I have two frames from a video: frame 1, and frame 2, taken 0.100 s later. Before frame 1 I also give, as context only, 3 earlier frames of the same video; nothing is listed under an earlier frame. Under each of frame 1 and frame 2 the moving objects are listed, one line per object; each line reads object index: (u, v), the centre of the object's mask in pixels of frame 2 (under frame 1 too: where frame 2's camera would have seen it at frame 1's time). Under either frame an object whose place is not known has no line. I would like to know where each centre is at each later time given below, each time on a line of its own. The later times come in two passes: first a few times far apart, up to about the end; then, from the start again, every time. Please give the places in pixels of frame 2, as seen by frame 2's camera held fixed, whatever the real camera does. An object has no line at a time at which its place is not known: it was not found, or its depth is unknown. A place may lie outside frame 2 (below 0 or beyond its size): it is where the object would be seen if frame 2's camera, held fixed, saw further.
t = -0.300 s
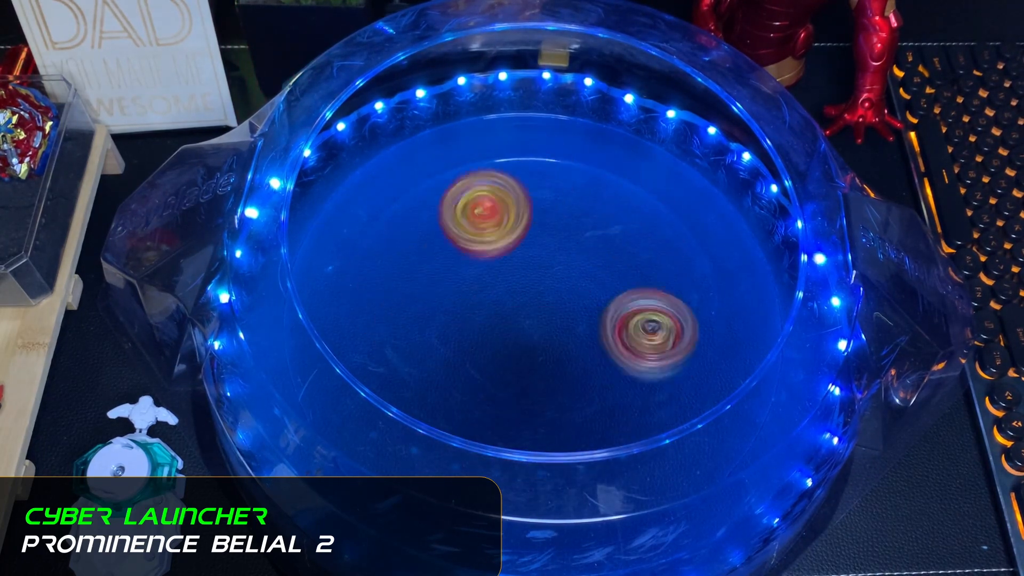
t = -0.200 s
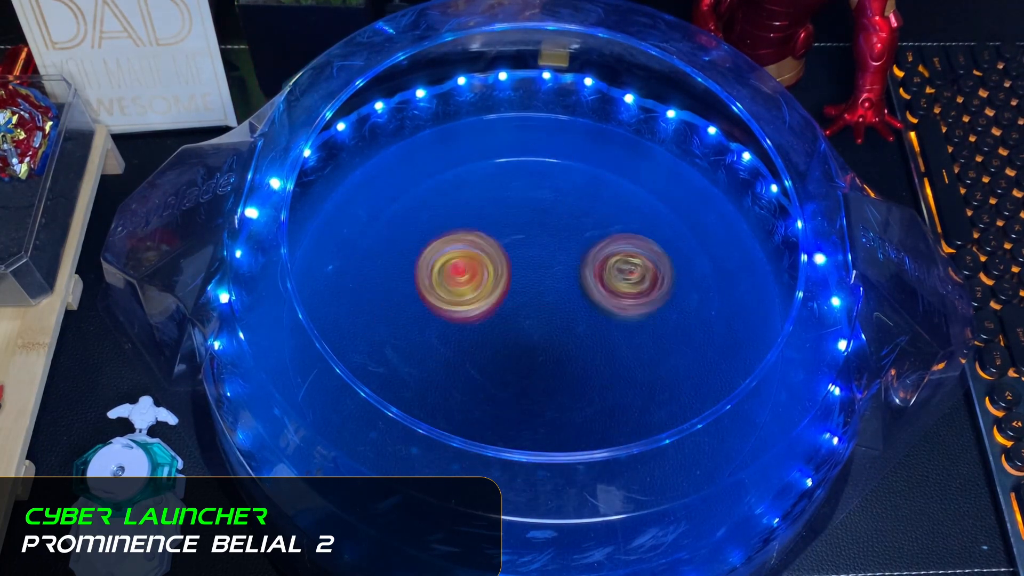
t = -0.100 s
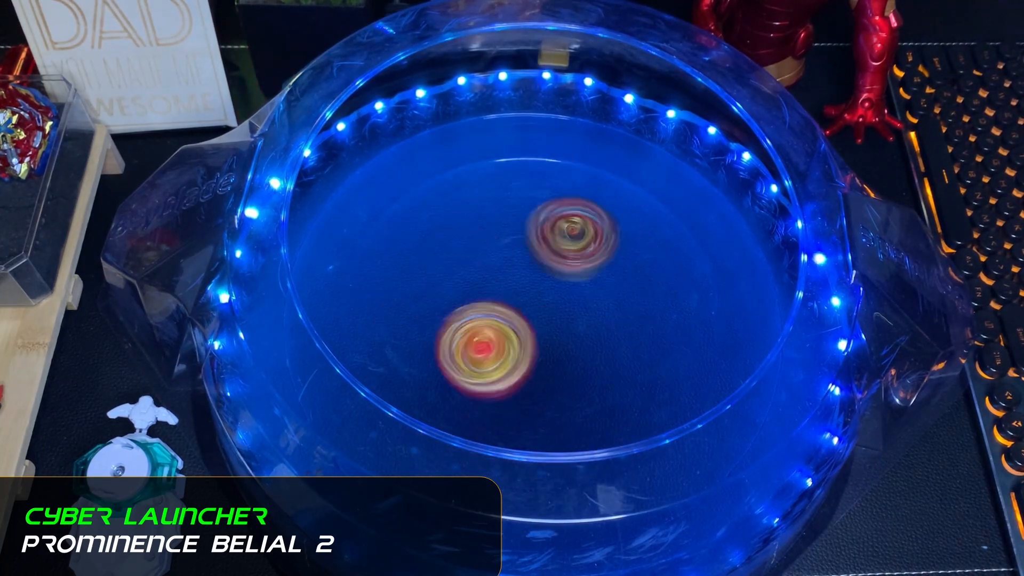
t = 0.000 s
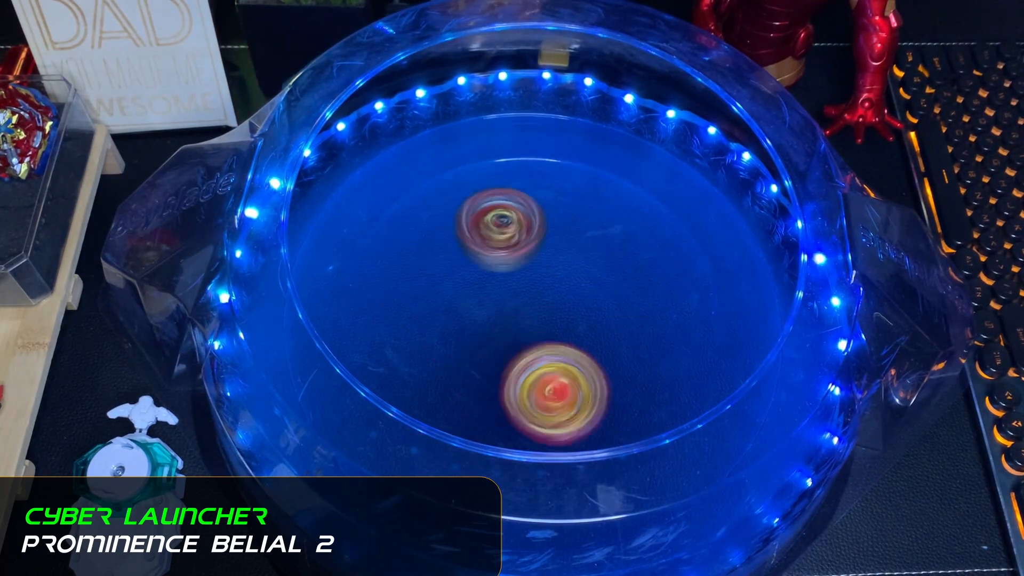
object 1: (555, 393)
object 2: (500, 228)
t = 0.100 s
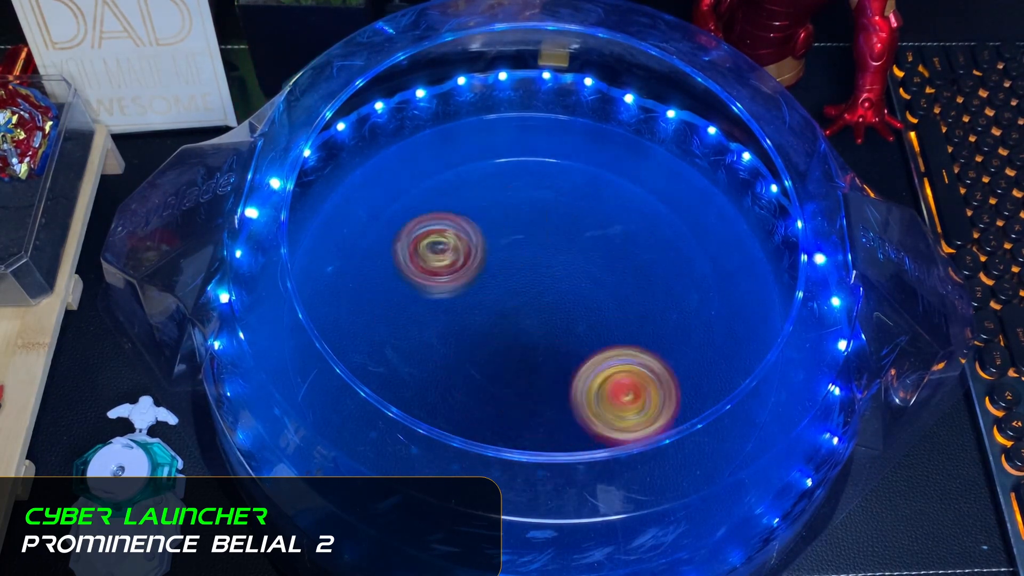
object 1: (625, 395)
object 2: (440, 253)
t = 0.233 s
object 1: (686, 363)
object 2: (414, 318)
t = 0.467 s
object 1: (664, 272)
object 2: (514, 394)
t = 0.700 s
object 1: (509, 248)
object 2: (611, 306)
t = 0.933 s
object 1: (421, 357)
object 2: (517, 218)
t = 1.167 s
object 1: (496, 428)
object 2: (436, 286)
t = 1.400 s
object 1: (629, 391)
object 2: (513, 349)
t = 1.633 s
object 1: (666, 269)
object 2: (566, 284)
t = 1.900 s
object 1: (615, 193)
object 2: (520, 255)
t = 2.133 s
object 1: (525, 214)
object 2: (532, 308)
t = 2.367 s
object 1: (484, 328)
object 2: (591, 325)
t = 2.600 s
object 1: (586, 390)
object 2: (605, 292)
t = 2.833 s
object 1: (640, 342)
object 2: (549, 290)
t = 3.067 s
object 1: (581, 268)
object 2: (504, 334)
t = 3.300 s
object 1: (466, 281)
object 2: (534, 366)
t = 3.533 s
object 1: (463, 357)
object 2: (560, 328)
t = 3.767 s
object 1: (538, 369)
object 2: (536, 274)
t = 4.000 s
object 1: (592, 315)
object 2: (476, 239)
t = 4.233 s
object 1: (558, 264)
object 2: (451, 263)
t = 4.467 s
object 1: (540, 281)
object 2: (443, 298)
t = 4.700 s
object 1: (564, 307)
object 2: (460, 318)
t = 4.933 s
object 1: (602, 315)
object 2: (482, 305)
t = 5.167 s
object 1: (604, 316)
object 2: (502, 276)
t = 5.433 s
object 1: (589, 336)
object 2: (505, 250)
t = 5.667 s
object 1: (553, 354)
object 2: (527, 259)
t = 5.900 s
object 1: (506, 350)
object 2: (553, 266)
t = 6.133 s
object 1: (483, 326)
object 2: (574, 282)
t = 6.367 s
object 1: (475, 293)
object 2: (599, 297)
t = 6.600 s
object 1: (495, 267)
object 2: (583, 323)
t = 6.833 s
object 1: (522, 257)
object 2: (577, 352)
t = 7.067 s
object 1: (556, 267)
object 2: (536, 358)
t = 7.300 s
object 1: (580, 289)
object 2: (500, 352)
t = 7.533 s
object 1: (584, 316)
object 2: (480, 323)
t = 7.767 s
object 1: (597, 340)
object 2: (444, 327)
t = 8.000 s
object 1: (589, 338)
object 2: (480, 350)
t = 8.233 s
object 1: (591, 311)
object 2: (476, 326)
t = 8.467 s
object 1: (574, 282)
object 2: (485, 291)
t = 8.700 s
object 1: (600, 288)
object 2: (509, 270)
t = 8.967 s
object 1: (621, 336)
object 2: (550, 277)
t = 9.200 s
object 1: (595, 401)
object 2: (571, 298)
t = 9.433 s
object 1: (521, 409)
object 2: (565, 333)
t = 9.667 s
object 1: (452, 347)
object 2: (552, 318)
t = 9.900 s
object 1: (432, 255)
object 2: (532, 299)
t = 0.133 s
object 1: (646, 389)
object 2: (428, 267)
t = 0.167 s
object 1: (662, 383)
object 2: (418, 283)
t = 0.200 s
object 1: (676, 374)
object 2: (413, 300)
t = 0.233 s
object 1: (686, 363)
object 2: (414, 318)
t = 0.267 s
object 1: (693, 350)
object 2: (418, 335)
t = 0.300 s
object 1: (697, 337)
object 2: (427, 352)
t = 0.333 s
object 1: (698, 324)
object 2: (440, 365)
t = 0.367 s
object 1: (695, 310)
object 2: (456, 378)
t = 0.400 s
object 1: (687, 297)
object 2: (474, 387)
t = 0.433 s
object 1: (677, 284)
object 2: (494, 392)
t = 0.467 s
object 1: (664, 272)
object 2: (514, 394)
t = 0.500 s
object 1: (648, 263)
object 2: (535, 392)
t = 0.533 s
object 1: (629, 255)
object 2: (555, 385)
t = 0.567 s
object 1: (608, 248)
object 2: (573, 376)
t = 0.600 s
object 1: (584, 243)
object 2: (588, 360)
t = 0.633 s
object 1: (560, 241)
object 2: (600, 345)
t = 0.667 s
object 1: (534, 242)
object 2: (608, 324)
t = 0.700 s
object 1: (509, 248)
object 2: (611, 306)
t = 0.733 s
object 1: (484, 258)
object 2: (608, 285)
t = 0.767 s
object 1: (462, 271)
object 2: (601, 268)
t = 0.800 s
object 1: (445, 286)
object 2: (588, 251)
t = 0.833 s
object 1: (432, 304)
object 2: (575, 239)
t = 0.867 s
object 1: (425, 322)
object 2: (556, 228)
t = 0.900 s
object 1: (421, 340)
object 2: (538, 222)
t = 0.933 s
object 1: (421, 357)
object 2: (517, 218)
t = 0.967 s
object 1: (425, 373)
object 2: (499, 218)
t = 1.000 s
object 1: (433, 384)
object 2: (480, 222)
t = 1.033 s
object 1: (444, 393)
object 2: (465, 229)
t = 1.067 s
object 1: (453, 410)
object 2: (451, 240)
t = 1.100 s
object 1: (465, 420)
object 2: (443, 254)
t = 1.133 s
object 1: (480, 424)
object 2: (436, 269)
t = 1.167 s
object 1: (496, 428)
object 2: (436, 286)
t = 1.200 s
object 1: (512, 428)
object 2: (437, 304)
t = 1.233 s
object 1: (531, 417)
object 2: (445, 322)
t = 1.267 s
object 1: (548, 415)
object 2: (457, 337)
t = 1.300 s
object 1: (564, 410)
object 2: (474, 351)
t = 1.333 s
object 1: (582, 405)
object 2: (490, 358)
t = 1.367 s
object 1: (608, 400)
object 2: (500, 354)
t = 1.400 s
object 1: (629, 391)
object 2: (513, 349)
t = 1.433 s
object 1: (646, 377)
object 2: (525, 343)
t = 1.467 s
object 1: (657, 360)
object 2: (537, 336)
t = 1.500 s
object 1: (666, 342)
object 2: (548, 327)
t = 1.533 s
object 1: (670, 323)
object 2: (558, 316)
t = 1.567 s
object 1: (671, 305)
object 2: (564, 306)
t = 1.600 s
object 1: (668, 286)
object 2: (568, 295)
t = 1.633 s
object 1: (666, 269)
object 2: (566, 284)
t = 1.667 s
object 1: (667, 256)
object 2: (557, 272)
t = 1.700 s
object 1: (665, 243)
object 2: (549, 263)
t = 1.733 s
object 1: (660, 232)
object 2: (541, 257)
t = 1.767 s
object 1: (653, 220)
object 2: (535, 253)
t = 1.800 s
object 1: (646, 210)
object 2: (530, 251)
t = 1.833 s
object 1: (636, 202)
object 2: (526, 251)
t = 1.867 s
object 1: (626, 196)
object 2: (522, 252)
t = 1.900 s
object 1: (615, 193)
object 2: (520, 255)
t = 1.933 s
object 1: (602, 191)
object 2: (519, 260)
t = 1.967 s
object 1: (589, 191)
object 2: (519, 265)
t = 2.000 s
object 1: (575, 194)
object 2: (521, 271)
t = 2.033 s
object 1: (562, 197)
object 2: (522, 279)
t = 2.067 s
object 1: (550, 201)
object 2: (524, 289)
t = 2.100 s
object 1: (537, 206)
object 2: (527, 299)
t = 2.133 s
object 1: (525, 214)
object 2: (532, 308)
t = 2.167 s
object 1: (513, 225)
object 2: (538, 316)
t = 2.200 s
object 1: (502, 237)
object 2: (546, 322)
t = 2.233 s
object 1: (492, 253)
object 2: (554, 326)
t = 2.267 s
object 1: (484, 270)
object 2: (563, 329)
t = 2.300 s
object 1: (480, 289)
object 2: (573, 329)
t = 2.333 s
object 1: (480, 309)
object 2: (583, 328)
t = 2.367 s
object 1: (484, 328)
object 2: (591, 325)
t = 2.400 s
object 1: (493, 345)
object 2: (599, 320)
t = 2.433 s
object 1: (505, 361)
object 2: (605, 315)
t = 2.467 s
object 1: (521, 374)
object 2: (609, 310)
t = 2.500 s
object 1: (537, 383)
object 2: (610, 305)
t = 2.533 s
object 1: (554, 388)
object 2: (610, 300)
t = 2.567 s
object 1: (570, 390)
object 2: (608, 296)
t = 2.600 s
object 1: (586, 390)
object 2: (605, 292)
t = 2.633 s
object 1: (599, 389)
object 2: (600, 289)
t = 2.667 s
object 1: (612, 385)
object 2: (594, 287)
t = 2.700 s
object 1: (622, 379)
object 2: (586, 285)
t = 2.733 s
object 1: (630, 371)
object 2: (578, 285)
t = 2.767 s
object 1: (636, 363)
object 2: (569, 286)
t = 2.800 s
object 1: (639, 353)
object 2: (559, 288)
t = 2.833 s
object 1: (640, 342)
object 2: (549, 290)
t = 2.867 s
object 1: (638, 331)
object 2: (541, 294)
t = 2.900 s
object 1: (634, 320)
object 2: (532, 299)
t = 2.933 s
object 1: (627, 308)
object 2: (524, 305)
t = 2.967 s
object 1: (619, 297)
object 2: (518, 311)
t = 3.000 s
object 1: (609, 287)
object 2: (511, 319)
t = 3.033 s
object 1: (596, 277)
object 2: (507, 326)
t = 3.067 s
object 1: (581, 268)
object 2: (504, 334)
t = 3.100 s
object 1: (565, 262)
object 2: (504, 342)
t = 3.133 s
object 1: (547, 259)
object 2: (506, 349)
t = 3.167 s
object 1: (528, 258)
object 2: (509, 355)
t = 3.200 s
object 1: (511, 260)
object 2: (514, 360)
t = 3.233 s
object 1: (494, 264)
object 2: (520, 364)
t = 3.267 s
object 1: (479, 272)
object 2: (527, 366)
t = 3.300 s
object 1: (466, 281)
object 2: (534, 366)
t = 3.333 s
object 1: (457, 292)
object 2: (540, 365)
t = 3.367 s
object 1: (451, 304)
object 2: (547, 361)
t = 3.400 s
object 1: (448, 316)
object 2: (552, 357)
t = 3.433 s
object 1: (448, 327)
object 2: (556, 351)
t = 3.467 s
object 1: (451, 339)
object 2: (557, 344)
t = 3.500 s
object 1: (457, 348)
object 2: (559, 336)
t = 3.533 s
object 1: (463, 357)
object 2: (560, 328)
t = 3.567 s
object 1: (470, 364)
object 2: (562, 319)
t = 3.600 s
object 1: (479, 370)
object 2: (561, 311)
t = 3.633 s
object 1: (489, 374)
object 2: (559, 302)
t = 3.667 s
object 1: (501, 376)
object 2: (554, 294)
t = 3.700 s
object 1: (514, 376)
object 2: (549, 286)
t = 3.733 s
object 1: (526, 374)
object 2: (543, 280)
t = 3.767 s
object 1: (538, 369)
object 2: (536, 274)
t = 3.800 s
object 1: (549, 362)
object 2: (528, 270)
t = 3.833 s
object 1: (559, 352)
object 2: (521, 268)
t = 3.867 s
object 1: (568, 345)
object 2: (514, 263)
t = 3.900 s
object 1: (577, 342)
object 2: (503, 252)
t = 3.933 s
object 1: (585, 335)
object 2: (493, 244)
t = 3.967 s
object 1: (590, 325)
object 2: (484, 240)
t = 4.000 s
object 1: (592, 315)
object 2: (476, 239)
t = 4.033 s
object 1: (591, 304)
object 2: (470, 240)
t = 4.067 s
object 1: (588, 294)
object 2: (464, 242)
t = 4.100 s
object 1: (582, 285)
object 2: (460, 245)
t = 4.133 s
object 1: (575, 277)
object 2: (458, 248)
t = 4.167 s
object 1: (567, 270)
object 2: (459, 254)
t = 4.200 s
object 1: (558, 266)
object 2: (460, 260)
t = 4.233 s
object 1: (558, 264)
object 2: (451, 263)
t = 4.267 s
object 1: (559, 265)
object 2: (441, 267)
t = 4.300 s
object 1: (556, 266)
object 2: (435, 272)
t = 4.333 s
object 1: (552, 268)
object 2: (432, 277)
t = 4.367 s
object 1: (547, 270)
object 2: (433, 281)
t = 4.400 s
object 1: (542, 273)
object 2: (436, 288)
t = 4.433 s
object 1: (538, 277)
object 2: (442, 293)
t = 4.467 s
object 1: (540, 281)
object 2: (443, 298)
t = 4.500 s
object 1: (543, 285)
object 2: (445, 303)
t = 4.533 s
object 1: (544, 289)
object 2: (448, 307)
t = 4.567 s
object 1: (548, 293)
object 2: (449, 310)
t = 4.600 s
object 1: (551, 297)
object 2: (453, 313)
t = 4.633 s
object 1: (555, 301)
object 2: (456, 315)
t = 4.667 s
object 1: (560, 304)
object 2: (457, 317)
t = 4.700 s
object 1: (564, 307)
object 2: (460, 318)
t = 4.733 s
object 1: (568, 309)
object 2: (465, 318)
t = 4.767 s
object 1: (572, 311)
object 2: (471, 318)
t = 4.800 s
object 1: (580, 313)
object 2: (472, 315)
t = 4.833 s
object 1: (587, 315)
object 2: (472, 312)
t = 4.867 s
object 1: (593, 316)
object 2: (475, 309)
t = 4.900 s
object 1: (598, 316)
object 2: (478, 307)
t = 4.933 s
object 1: (602, 315)
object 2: (482, 305)
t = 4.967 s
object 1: (603, 314)
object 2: (487, 302)
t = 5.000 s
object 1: (603, 314)
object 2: (492, 299)
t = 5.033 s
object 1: (601, 313)
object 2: (497, 295)
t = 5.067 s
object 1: (599, 313)
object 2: (502, 291)
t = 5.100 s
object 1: (603, 315)
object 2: (501, 285)
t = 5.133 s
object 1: (604, 316)
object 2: (501, 280)
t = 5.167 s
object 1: (604, 316)
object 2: (502, 276)
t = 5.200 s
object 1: (603, 317)
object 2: (504, 272)
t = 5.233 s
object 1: (600, 318)
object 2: (506, 270)
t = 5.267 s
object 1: (597, 318)
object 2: (508, 268)
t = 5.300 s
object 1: (593, 318)
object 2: (510, 266)
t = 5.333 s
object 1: (593, 325)
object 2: (507, 259)
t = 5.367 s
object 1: (592, 330)
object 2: (505, 254)
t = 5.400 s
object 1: (591, 334)
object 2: (504, 251)
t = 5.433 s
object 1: (589, 336)
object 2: (505, 250)
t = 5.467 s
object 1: (585, 339)
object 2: (507, 251)
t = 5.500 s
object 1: (580, 341)
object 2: (509, 253)
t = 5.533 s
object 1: (576, 343)
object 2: (513, 256)
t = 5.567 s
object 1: (572, 344)
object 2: (517, 260)
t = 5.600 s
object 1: (566, 346)
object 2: (521, 263)
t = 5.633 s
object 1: (560, 351)
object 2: (525, 261)
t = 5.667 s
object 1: (553, 354)
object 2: (527, 259)
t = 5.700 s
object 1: (548, 355)
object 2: (530, 258)
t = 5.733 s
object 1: (540, 354)
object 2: (533, 258)
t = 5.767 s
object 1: (533, 354)
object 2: (537, 259)
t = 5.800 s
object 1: (526, 353)
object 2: (540, 261)
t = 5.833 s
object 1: (520, 351)
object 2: (544, 263)
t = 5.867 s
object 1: (513, 351)
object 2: (548, 266)
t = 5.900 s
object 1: (506, 350)
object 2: (553, 266)
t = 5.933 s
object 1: (501, 348)
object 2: (558, 267)
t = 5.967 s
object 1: (496, 346)
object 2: (562, 268)
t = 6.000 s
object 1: (492, 343)
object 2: (565, 270)
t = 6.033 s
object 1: (488, 339)
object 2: (568, 273)
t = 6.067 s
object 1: (486, 335)
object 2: (570, 276)
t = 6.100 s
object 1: (485, 331)
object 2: (573, 279)
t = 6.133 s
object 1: (483, 326)
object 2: (574, 282)
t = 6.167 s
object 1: (483, 322)
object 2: (575, 285)
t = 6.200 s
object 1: (481, 317)
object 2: (579, 288)
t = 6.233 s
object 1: (477, 311)
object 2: (586, 290)
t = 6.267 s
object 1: (474, 307)
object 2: (591, 292)
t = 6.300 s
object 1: (474, 302)
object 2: (595, 293)
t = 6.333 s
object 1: (474, 297)
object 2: (598, 295)
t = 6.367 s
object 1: (475, 293)
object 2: (599, 297)
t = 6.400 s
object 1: (477, 289)
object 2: (599, 299)
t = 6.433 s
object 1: (480, 285)
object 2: (597, 302)
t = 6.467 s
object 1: (483, 282)
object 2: (595, 305)
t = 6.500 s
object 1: (487, 279)
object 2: (591, 308)
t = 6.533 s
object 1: (491, 276)
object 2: (587, 312)
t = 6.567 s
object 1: (495, 273)
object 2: (582, 316)
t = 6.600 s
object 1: (495, 267)
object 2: (583, 323)
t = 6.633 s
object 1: (498, 263)
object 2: (585, 332)
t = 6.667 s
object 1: (500, 260)
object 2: (586, 338)
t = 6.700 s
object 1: (503, 258)
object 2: (586, 343)
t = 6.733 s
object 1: (508, 257)
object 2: (585, 346)
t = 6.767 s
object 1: (512, 255)
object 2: (584, 348)
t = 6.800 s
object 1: (516, 256)
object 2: (581, 350)
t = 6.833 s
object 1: (522, 257)
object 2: (577, 352)
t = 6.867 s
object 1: (527, 258)
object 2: (572, 352)
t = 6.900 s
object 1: (531, 260)
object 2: (567, 351)
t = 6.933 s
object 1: (537, 262)
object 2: (561, 350)
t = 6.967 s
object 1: (542, 261)
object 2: (555, 353)
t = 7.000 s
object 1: (546, 262)
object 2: (548, 356)
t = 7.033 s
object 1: (552, 265)
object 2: (542, 358)
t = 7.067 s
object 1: (556, 267)
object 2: (536, 358)
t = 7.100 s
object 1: (560, 270)
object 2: (529, 359)
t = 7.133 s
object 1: (566, 272)
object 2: (523, 360)
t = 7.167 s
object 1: (570, 274)
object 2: (516, 361)
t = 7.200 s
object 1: (573, 278)
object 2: (512, 361)
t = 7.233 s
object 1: (576, 281)
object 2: (507, 359)
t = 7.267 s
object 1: (578, 285)
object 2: (503, 356)
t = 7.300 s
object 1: (580, 289)
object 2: (500, 352)
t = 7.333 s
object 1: (582, 293)
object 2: (498, 348)
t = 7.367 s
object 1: (585, 296)
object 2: (495, 343)
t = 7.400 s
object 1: (587, 300)
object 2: (490, 338)
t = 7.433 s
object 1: (589, 304)
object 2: (486, 334)
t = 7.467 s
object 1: (587, 307)
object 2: (483, 330)
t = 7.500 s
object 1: (585, 312)
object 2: (480, 326)
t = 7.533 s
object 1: (584, 316)
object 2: (480, 323)
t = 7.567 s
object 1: (581, 320)
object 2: (481, 321)
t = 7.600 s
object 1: (586, 326)
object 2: (473, 316)
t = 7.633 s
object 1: (593, 329)
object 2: (461, 314)
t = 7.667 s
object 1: (595, 333)
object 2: (451, 313)
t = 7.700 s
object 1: (598, 336)
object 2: (444, 316)
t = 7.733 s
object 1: (598, 338)
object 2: (443, 320)
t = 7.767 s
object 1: (597, 340)
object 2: (444, 327)
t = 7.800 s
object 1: (595, 341)
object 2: (448, 333)
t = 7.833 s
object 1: (591, 342)
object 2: (457, 339)
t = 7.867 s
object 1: (588, 343)
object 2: (465, 344)
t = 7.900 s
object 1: (583, 342)
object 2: (475, 348)
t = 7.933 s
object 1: (583, 342)
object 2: (481, 350)
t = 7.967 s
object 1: (588, 340)
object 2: (479, 351)
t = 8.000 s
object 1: (589, 338)
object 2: (480, 350)
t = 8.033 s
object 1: (589, 336)
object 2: (482, 350)
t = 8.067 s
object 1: (586, 333)
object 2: (486, 348)
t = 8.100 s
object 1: (588, 329)
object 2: (485, 345)
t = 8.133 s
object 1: (589, 325)
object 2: (483, 341)
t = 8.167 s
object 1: (586, 321)
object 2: (483, 337)
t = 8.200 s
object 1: (588, 318)
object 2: (481, 332)
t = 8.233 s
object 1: (591, 311)
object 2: (476, 326)
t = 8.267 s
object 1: (593, 307)
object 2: (472, 320)
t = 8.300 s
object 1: (592, 301)
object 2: (471, 315)
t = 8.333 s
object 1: (590, 297)
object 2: (471, 310)
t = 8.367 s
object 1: (587, 292)
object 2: (472, 305)
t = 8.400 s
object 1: (583, 288)
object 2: (476, 300)
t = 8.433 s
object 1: (579, 284)
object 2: (480, 295)
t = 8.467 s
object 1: (574, 282)
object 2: (485, 291)
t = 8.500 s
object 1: (579, 283)
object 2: (486, 289)
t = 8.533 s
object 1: (582, 282)
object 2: (486, 284)
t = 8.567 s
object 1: (585, 282)
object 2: (488, 281)
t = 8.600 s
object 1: (587, 283)
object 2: (493, 278)
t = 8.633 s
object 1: (594, 285)
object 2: (497, 274)
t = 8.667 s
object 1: (597, 287)
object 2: (502, 271)
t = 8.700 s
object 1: (600, 288)
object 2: (509, 270)
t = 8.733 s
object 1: (604, 293)
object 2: (514, 269)
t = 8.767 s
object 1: (610, 296)
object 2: (519, 268)
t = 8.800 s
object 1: (613, 300)
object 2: (525, 268)
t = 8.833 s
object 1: (618, 308)
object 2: (529, 268)
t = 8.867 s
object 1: (621, 315)
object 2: (534, 269)
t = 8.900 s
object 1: (622, 321)
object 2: (539, 271)
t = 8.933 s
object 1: (621, 328)
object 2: (546, 274)
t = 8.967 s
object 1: (621, 336)
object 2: (550, 277)
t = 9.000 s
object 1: (622, 346)
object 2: (555, 279)
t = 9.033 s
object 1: (620, 354)
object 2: (559, 281)
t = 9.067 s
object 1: (618, 362)
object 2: (563, 286)
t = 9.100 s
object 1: (614, 370)
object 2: (567, 290)
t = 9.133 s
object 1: (609, 384)
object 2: (569, 291)
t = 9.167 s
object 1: (602, 394)
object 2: (570, 294)
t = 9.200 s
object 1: (595, 401)
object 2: (571, 298)
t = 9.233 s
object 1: (586, 408)
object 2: (572, 304)
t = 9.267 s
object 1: (578, 411)
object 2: (572, 310)
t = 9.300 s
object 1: (568, 414)
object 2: (571, 316)
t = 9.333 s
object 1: (558, 414)
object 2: (570, 323)
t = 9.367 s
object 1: (547, 413)
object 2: (568, 328)
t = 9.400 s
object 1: (534, 412)
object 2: (567, 332)
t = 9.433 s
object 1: (521, 409)
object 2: (565, 333)
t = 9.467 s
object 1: (509, 406)
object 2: (562, 333)
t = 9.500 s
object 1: (499, 399)
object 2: (559, 333)
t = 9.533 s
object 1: (490, 392)
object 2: (557, 332)
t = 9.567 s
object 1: (480, 382)
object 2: (552, 330)
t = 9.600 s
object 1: (472, 372)
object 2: (550, 328)
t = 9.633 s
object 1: (460, 361)
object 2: (552, 323)
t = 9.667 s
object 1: (452, 347)
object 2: (552, 318)
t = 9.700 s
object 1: (445, 332)
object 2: (550, 315)
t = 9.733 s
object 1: (440, 316)
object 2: (547, 312)
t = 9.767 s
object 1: (437, 301)
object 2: (544, 309)
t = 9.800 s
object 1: (435, 285)
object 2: (540, 307)
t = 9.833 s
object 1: (432, 271)
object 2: (537, 305)
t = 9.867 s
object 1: (431, 261)
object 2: (535, 302)
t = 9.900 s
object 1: (432, 255)
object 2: (532, 299)
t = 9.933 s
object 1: (434, 253)
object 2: (530, 297)
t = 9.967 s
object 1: (439, 253)
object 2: (529, 293)
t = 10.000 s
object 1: (436, 252)
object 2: (534, 297)
